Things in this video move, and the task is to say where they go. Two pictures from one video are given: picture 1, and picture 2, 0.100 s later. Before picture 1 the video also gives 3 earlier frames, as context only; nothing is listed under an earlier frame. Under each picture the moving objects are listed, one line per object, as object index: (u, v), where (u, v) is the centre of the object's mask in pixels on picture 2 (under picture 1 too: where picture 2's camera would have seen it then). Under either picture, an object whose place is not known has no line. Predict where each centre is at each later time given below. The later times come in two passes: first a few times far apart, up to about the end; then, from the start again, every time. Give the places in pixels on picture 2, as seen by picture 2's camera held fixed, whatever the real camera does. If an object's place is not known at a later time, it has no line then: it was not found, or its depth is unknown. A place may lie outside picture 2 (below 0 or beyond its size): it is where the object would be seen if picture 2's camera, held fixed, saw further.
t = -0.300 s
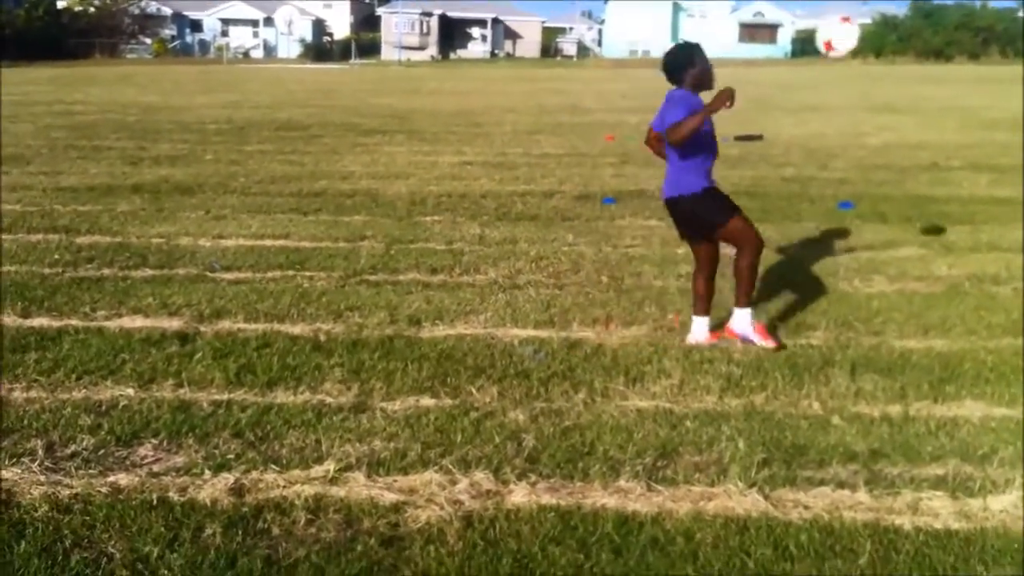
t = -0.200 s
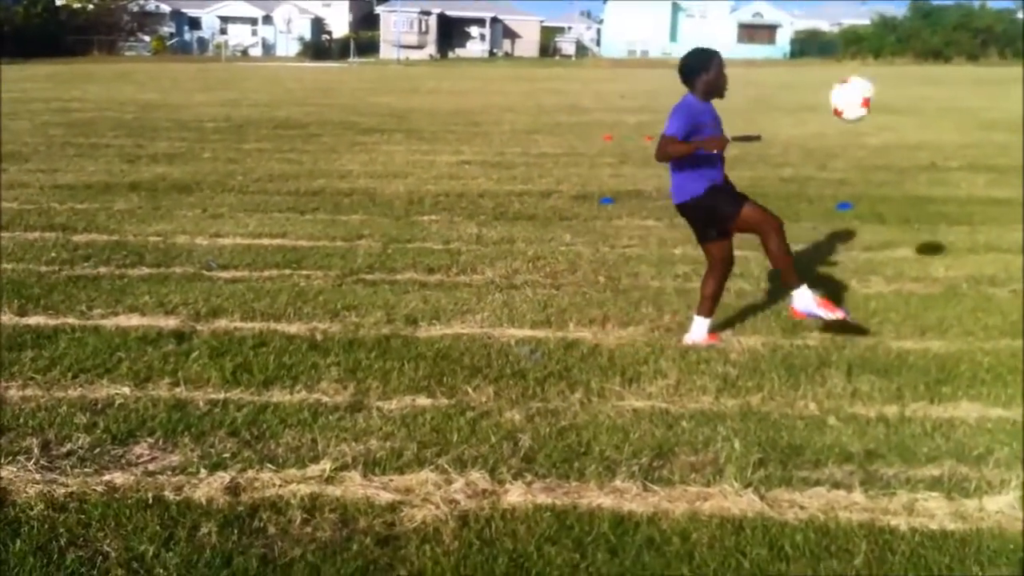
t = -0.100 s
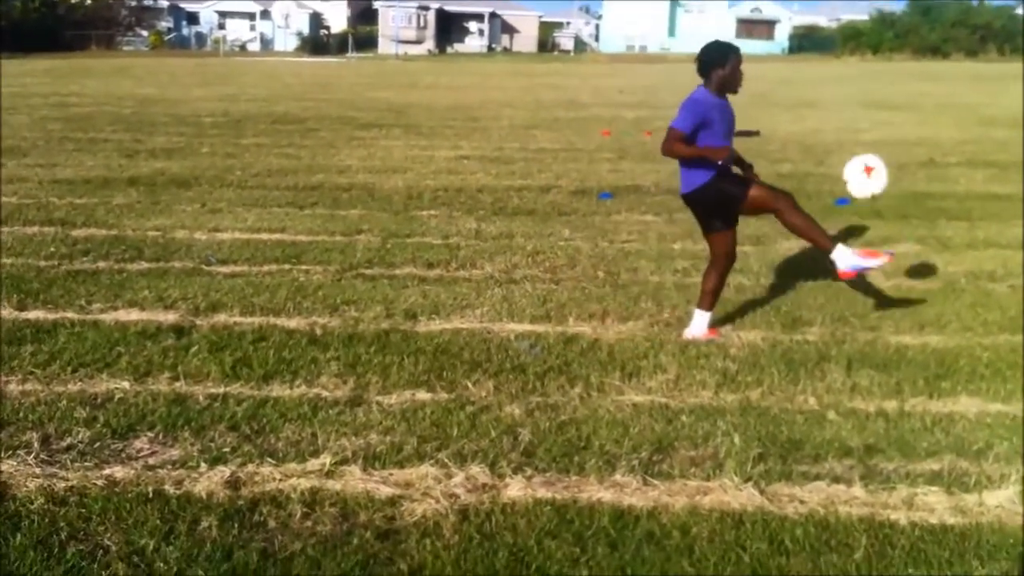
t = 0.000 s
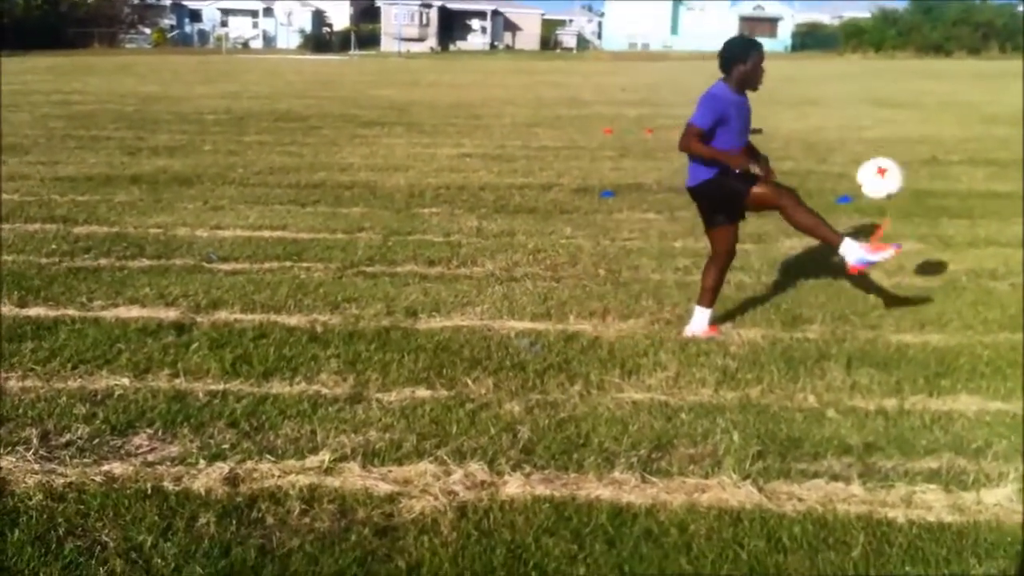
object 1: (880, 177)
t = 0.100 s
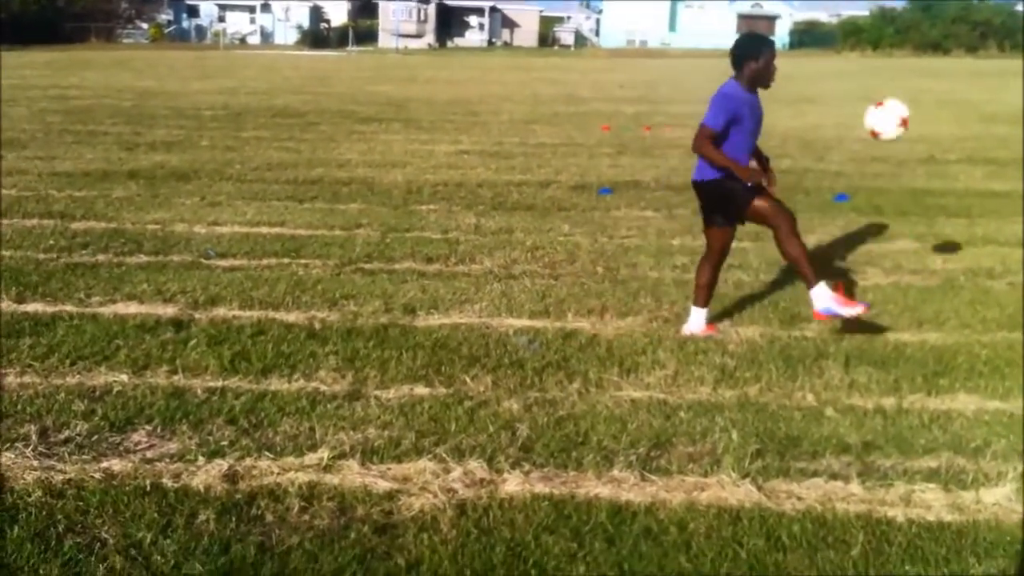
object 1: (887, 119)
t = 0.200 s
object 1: (896, 79)
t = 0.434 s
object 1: (908, 58)
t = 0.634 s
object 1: (910, 126)
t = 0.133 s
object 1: (890, 103)
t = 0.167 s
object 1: (894, 90)
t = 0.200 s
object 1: (896, 79)
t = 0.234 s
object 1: (897, 70)
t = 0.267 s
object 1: (900, 63)
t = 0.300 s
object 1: (903, 58)
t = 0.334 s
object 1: (904, 55)
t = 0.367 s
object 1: (906, 55)
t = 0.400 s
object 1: (908, 56)
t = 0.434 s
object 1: (908, 58)
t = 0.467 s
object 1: (908, 66)
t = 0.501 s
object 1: (908, 71)
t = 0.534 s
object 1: (911, 83)
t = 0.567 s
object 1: (912, 96)
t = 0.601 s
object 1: (910, 110)
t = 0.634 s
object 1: (910, 126)
